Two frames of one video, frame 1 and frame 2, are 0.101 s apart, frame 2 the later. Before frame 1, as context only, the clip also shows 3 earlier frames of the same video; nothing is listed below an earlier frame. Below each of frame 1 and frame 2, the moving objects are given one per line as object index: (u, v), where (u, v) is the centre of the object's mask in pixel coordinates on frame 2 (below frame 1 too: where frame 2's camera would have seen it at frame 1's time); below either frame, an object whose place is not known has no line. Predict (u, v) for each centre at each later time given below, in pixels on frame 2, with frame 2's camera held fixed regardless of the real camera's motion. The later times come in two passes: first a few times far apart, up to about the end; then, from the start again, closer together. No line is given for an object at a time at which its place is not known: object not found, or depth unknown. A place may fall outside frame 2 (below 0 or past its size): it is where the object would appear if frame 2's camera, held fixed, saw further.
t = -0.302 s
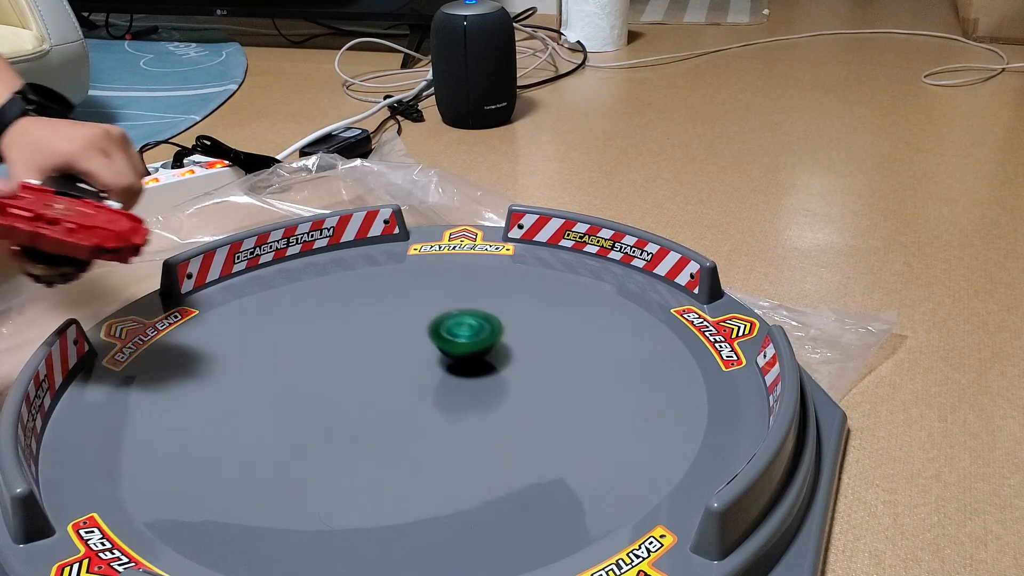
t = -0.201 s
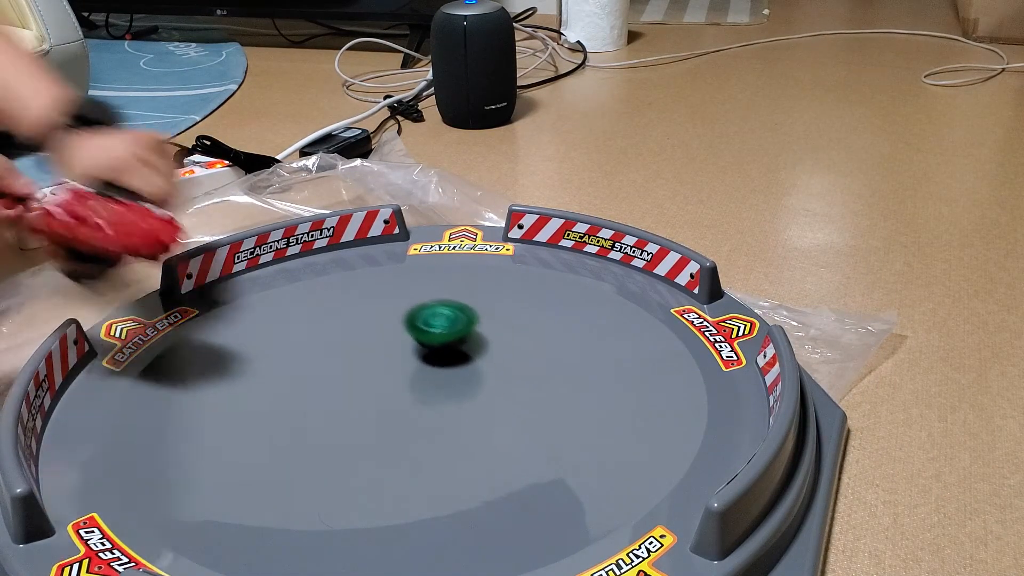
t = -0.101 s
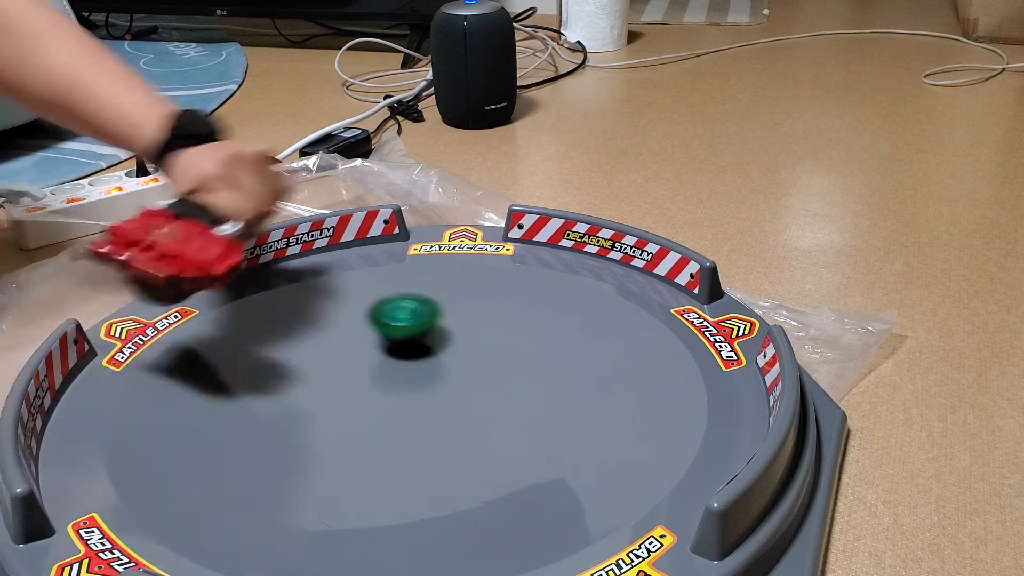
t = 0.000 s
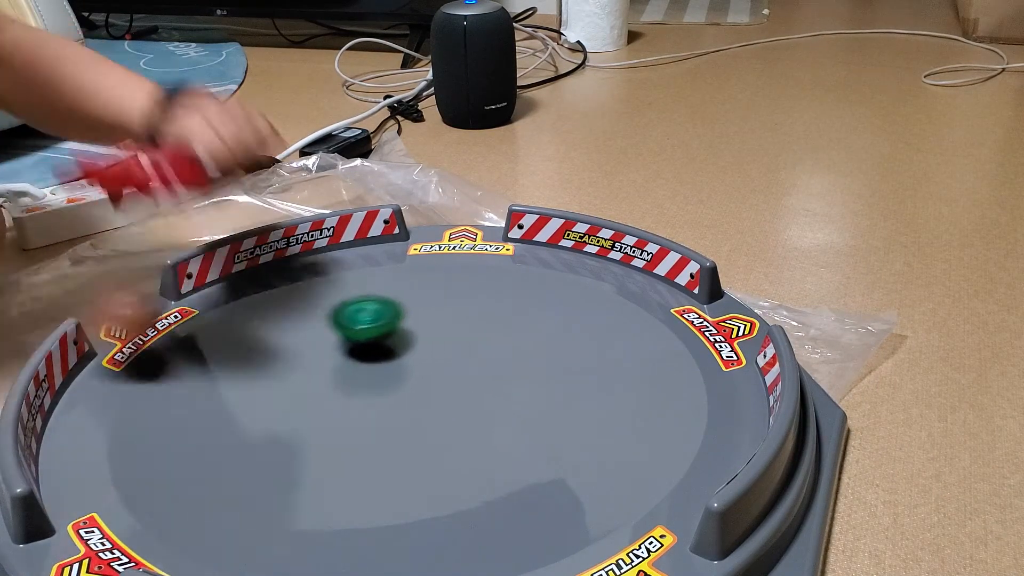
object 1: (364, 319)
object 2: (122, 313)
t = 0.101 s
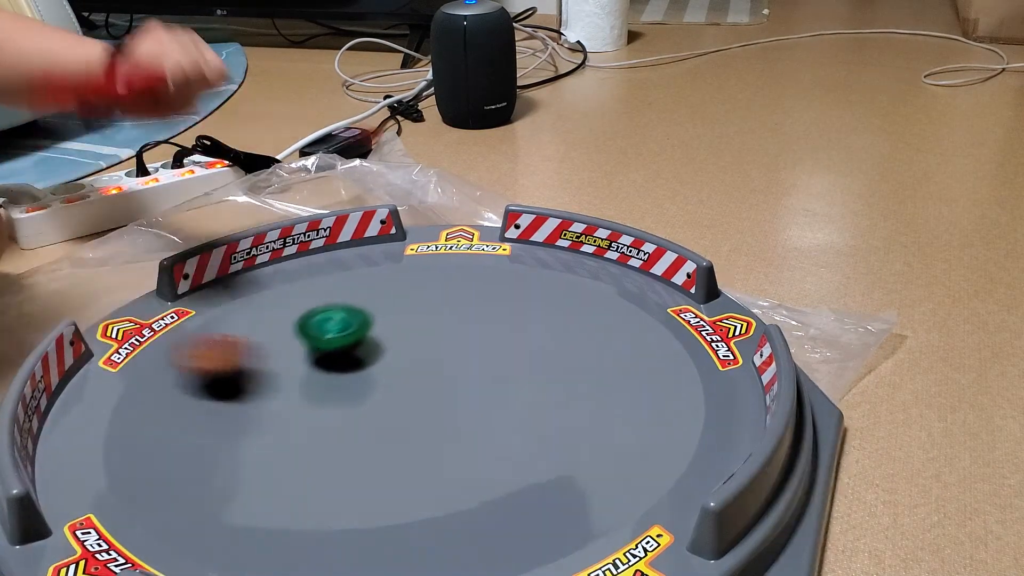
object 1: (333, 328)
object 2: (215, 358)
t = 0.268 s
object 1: (424, 278)
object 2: (268, 459)
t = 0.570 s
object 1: (520, 249)
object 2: (340, 528)
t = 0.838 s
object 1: (466, 357)
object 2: (431, 413)
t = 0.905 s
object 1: (464, 351)
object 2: (419, 431)
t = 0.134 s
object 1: (328, 331)
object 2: (262, 363)
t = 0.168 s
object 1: (352, 318)
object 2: (268, 386)
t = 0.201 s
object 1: (378, 303)
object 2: (270, 409)
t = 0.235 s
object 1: (403, 292)
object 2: (270, 433)
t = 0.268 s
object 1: (424, 278)
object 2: (268, 459)
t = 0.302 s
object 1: (443, 269)
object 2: (266, 483)
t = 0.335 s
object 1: (460, 261)
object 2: (263, 505)
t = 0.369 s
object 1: (477, 252)
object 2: (263, 526)
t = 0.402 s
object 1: (491, 247)
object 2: (263, 543)
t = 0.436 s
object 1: (501, 243)
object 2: (264, 553)
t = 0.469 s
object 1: (510, 239)
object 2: (278, 550)
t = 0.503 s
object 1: (518, 237)
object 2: (300, 547)
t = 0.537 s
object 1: (522, 236)
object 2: (320, 541)
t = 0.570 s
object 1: (520, 249)
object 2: (340, 528)
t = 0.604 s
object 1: (517, 264)
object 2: (358, 513)
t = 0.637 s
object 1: (512, 278)
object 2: (375, 499)
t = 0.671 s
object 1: (505, 292)
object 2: (389, 483)
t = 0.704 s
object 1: (498, 306)
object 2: (401, 467)
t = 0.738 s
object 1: (490, 319)
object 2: (411, 451)
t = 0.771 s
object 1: (482, 332)
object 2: (419, 437)
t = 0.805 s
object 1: (474, 345)
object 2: (426, 425)
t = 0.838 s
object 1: (466, 357)
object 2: (431, 413)
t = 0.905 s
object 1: (464, 351)
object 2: (419, 431)
